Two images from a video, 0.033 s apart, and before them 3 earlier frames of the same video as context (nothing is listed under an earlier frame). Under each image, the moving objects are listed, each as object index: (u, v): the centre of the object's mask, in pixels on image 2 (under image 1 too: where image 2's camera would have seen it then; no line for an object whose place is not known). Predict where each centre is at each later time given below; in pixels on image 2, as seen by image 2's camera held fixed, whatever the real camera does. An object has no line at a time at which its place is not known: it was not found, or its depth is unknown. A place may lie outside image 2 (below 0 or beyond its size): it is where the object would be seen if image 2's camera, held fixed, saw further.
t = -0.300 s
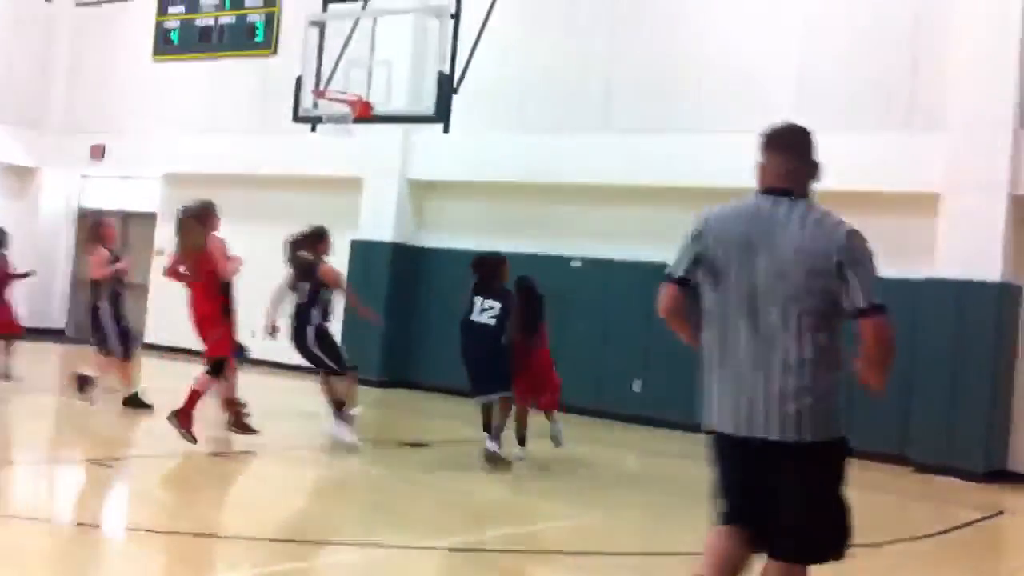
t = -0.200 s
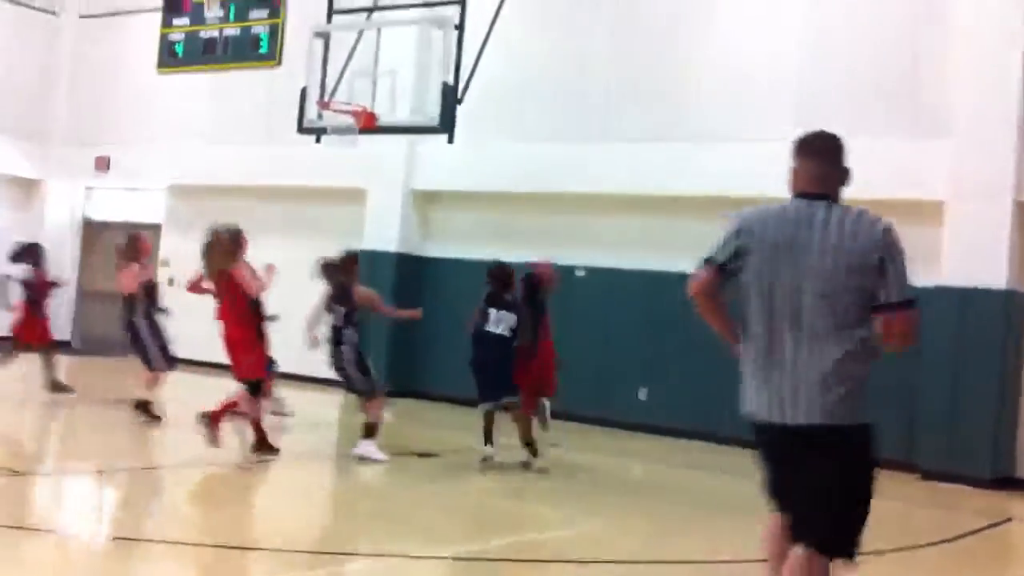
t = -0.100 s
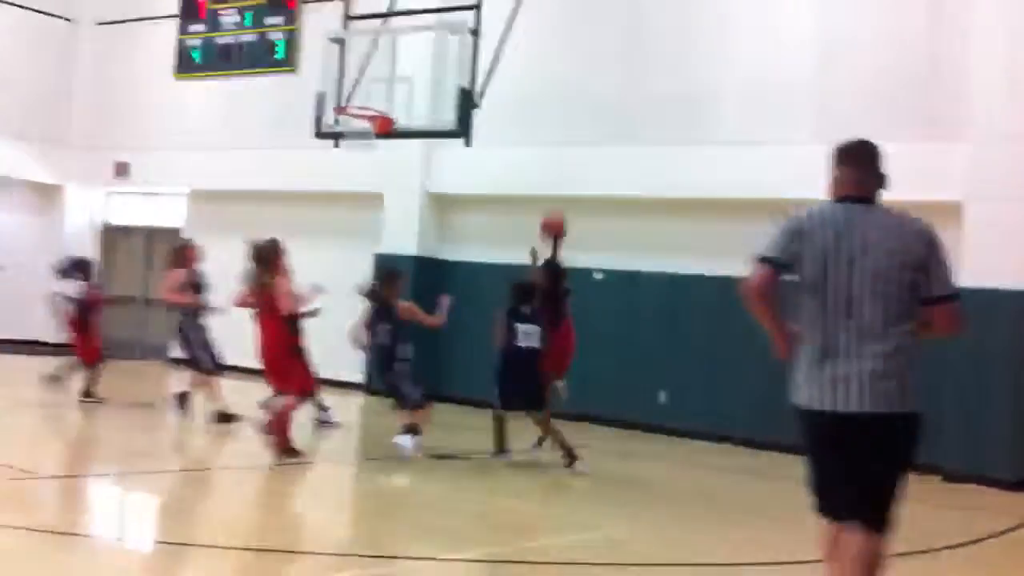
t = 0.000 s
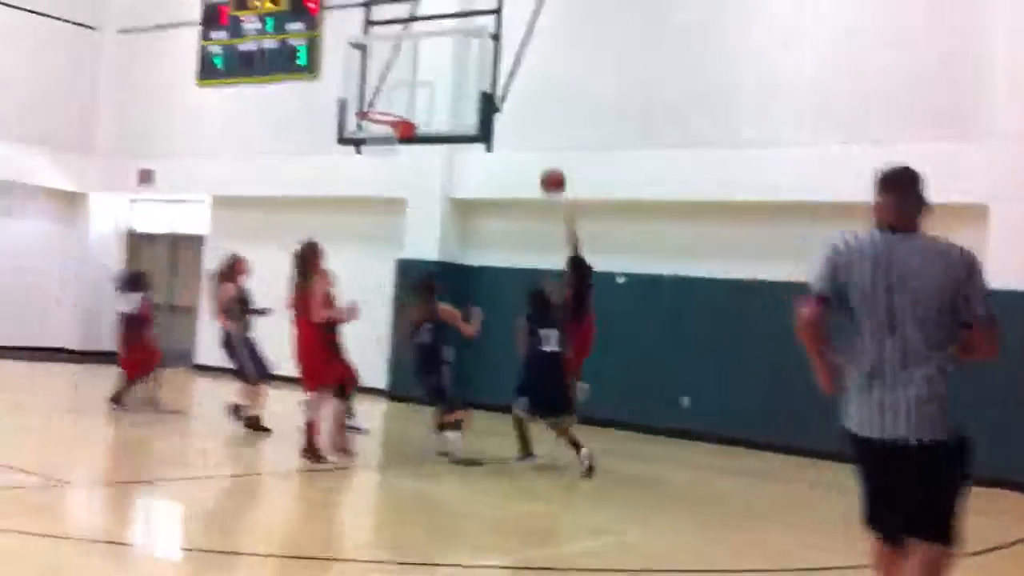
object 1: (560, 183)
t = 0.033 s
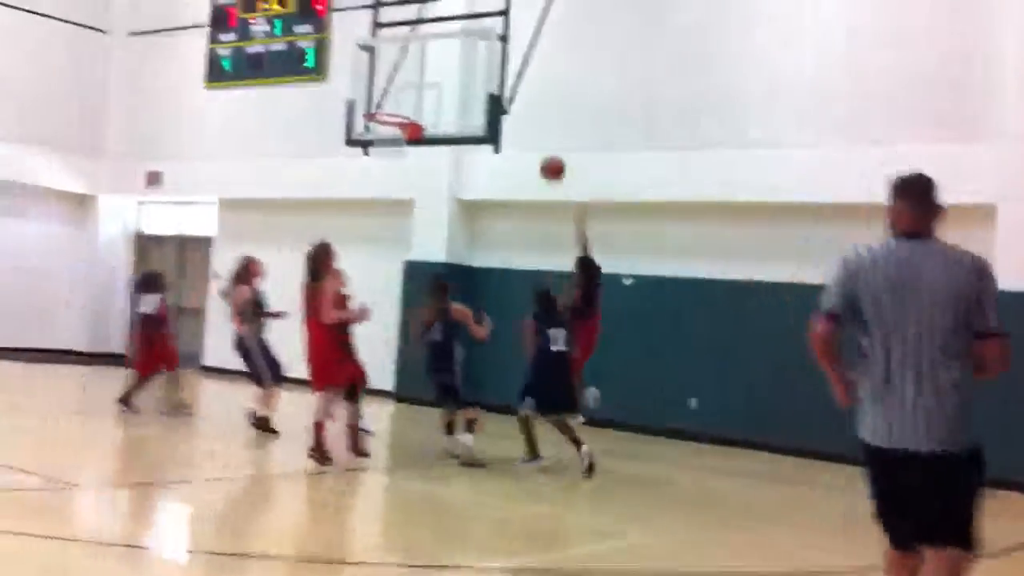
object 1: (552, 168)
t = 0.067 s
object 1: (545, 156)
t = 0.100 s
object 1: (537, 144)
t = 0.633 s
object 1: (474, 125)
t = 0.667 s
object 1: (471, 132)
